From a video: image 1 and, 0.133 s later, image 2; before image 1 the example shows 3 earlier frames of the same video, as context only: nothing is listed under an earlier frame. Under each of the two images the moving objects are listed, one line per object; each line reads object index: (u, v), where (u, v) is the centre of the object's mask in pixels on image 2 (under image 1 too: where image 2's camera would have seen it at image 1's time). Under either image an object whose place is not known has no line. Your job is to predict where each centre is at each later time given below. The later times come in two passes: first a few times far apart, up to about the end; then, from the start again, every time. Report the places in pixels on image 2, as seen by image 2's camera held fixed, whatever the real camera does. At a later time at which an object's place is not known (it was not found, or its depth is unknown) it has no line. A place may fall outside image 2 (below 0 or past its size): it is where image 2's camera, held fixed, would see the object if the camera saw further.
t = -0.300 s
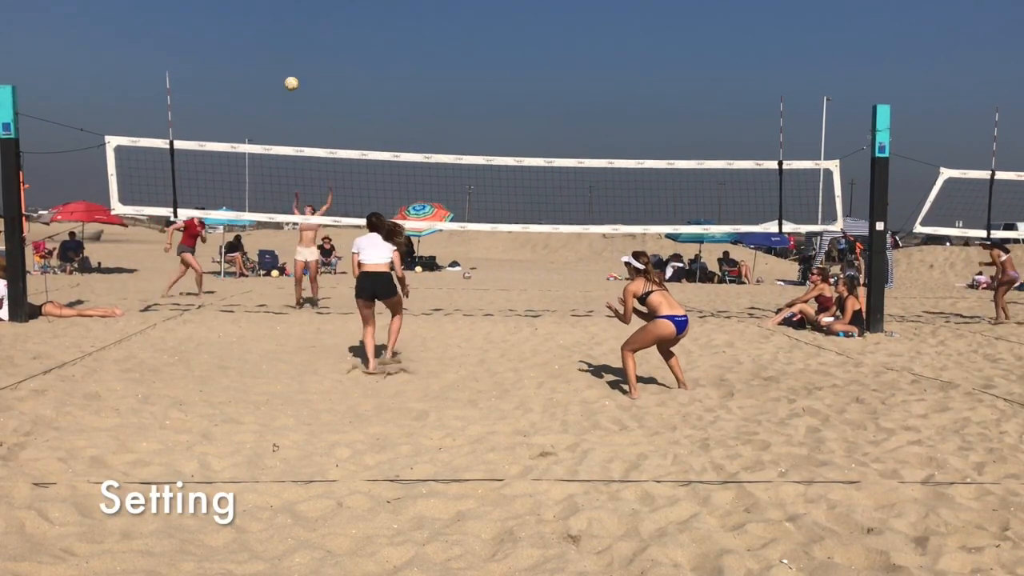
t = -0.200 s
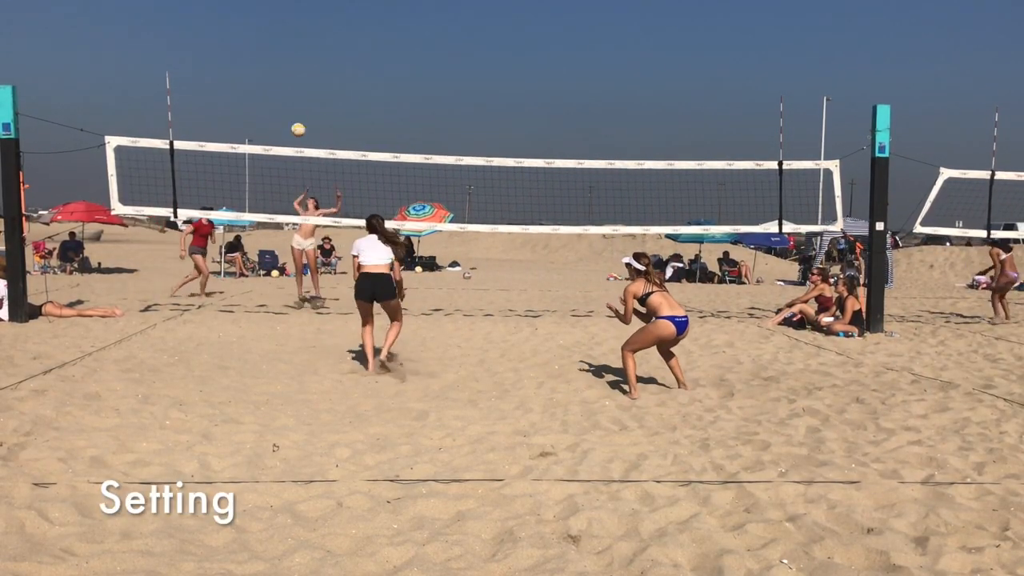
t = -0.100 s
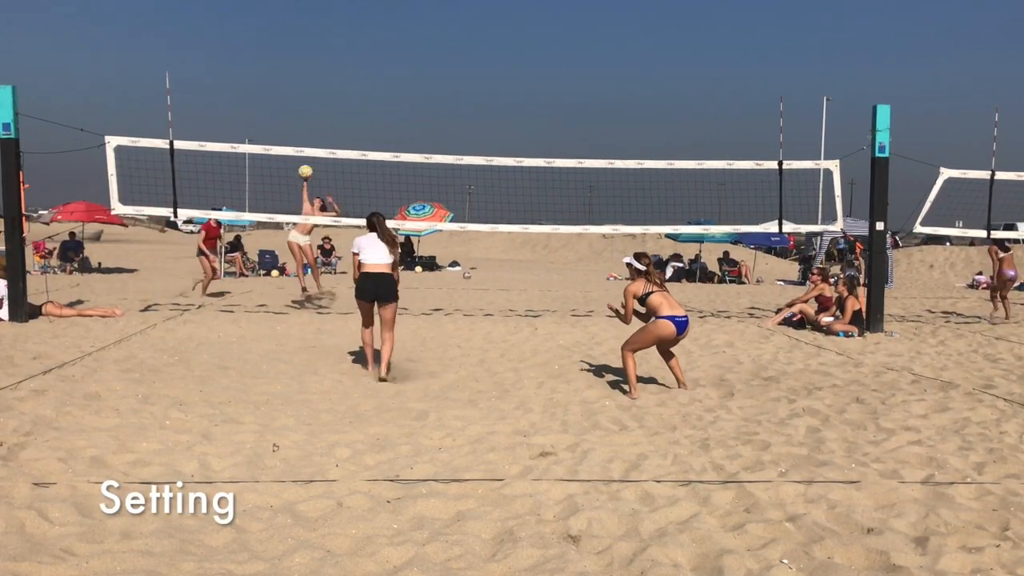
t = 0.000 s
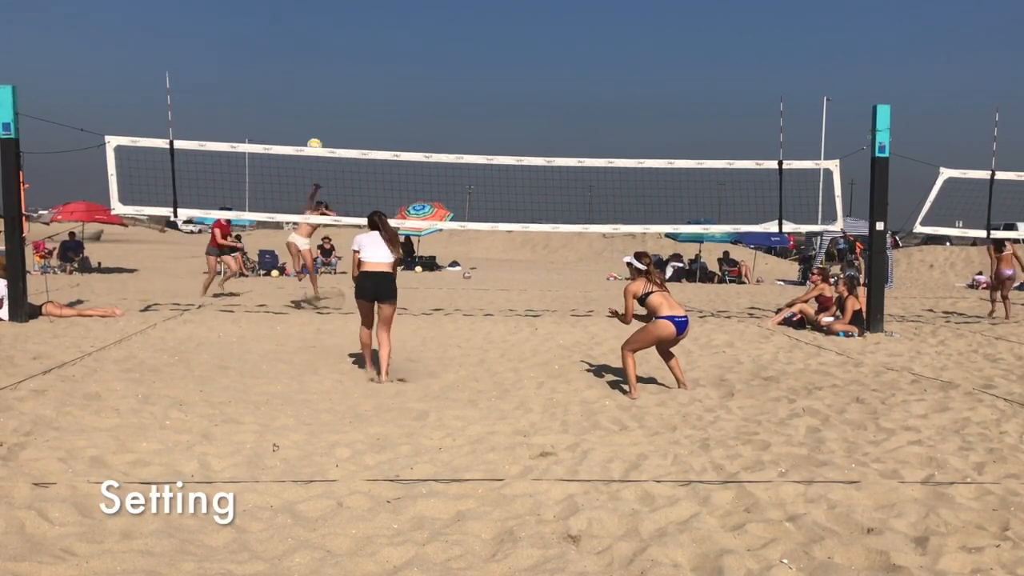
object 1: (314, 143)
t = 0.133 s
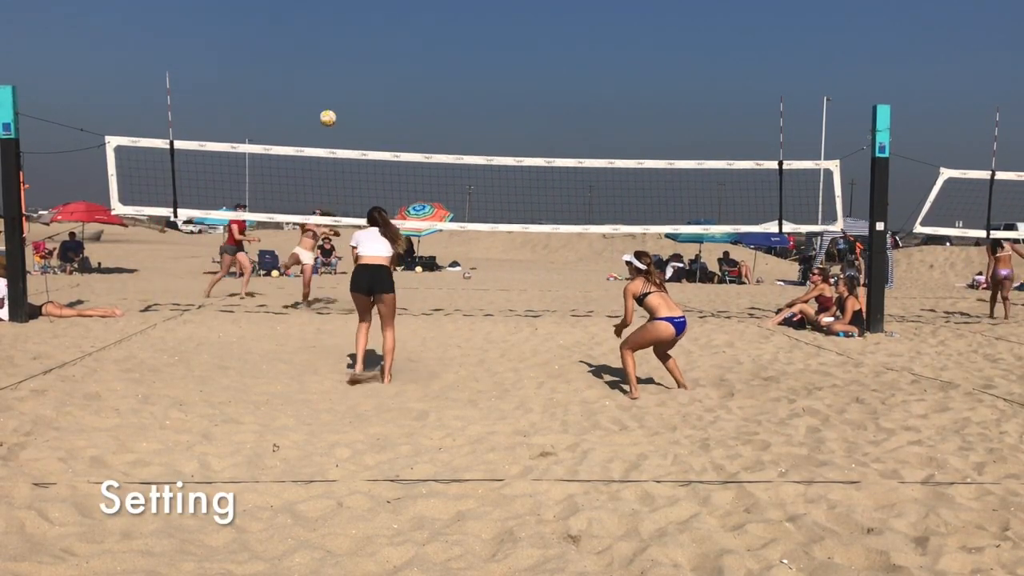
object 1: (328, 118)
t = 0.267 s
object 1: (344, 101)
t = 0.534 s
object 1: (389, 118)
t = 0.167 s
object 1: (331, 112)
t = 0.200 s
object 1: (335, 108)
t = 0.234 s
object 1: (339, 104)
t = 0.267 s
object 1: (344, 101)
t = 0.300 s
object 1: (348, 99)
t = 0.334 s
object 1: (353, 98)
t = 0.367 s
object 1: (358, 98)
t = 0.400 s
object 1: (364, 99)
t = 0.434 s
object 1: (369, 102)
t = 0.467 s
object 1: (376, 106)
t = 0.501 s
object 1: (382, 111)
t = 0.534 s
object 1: (389, 118)
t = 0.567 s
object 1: (397, 127)
